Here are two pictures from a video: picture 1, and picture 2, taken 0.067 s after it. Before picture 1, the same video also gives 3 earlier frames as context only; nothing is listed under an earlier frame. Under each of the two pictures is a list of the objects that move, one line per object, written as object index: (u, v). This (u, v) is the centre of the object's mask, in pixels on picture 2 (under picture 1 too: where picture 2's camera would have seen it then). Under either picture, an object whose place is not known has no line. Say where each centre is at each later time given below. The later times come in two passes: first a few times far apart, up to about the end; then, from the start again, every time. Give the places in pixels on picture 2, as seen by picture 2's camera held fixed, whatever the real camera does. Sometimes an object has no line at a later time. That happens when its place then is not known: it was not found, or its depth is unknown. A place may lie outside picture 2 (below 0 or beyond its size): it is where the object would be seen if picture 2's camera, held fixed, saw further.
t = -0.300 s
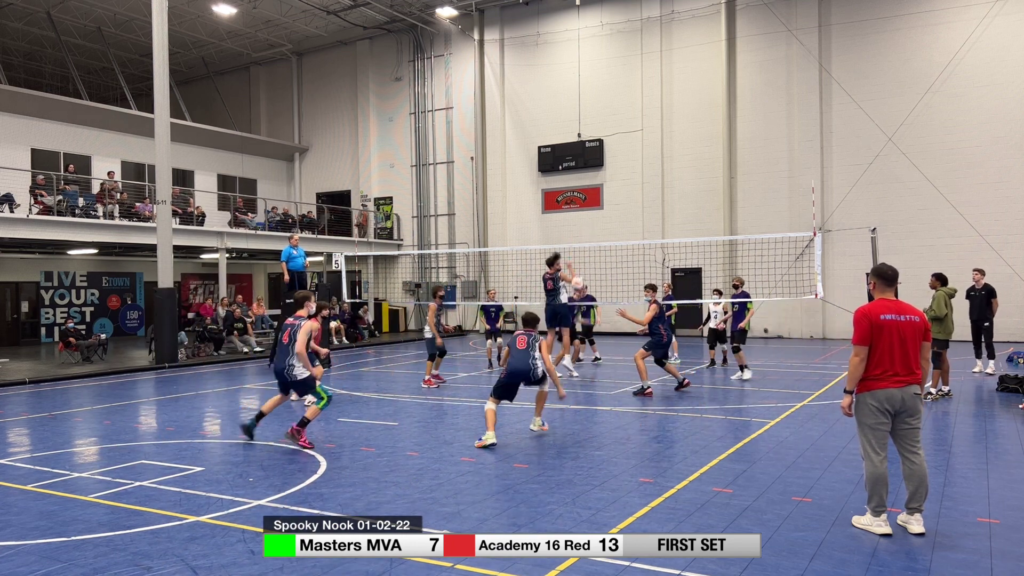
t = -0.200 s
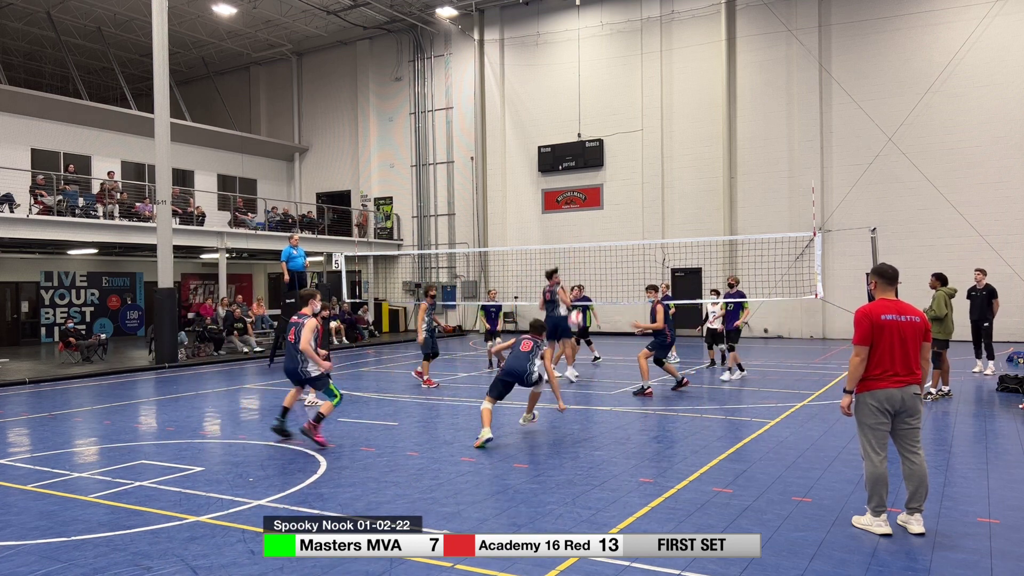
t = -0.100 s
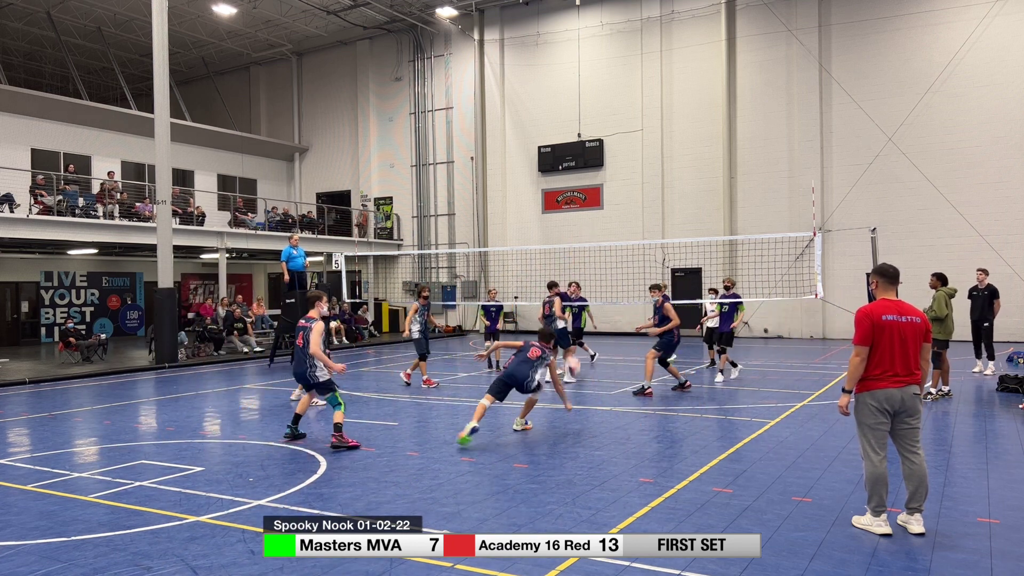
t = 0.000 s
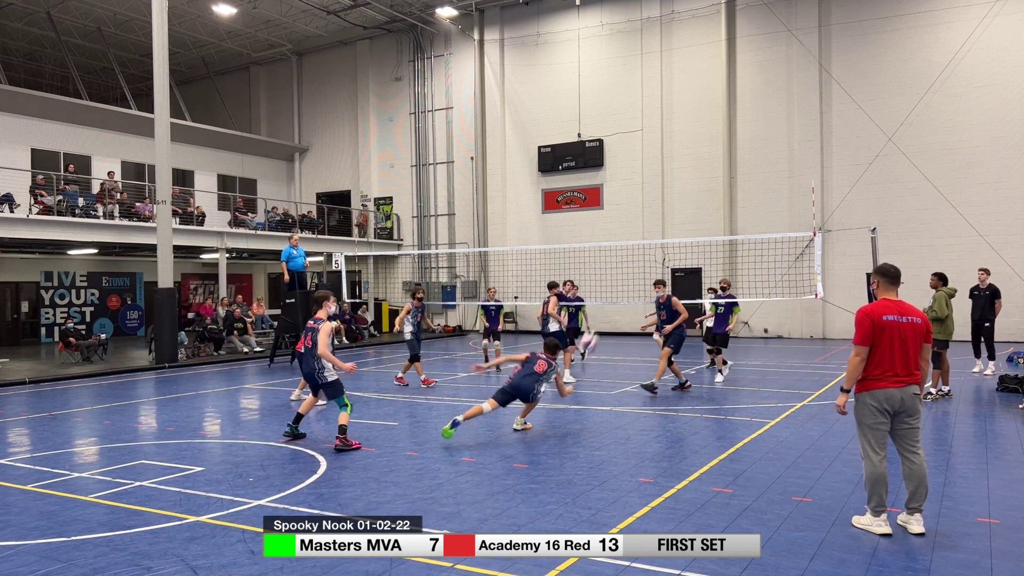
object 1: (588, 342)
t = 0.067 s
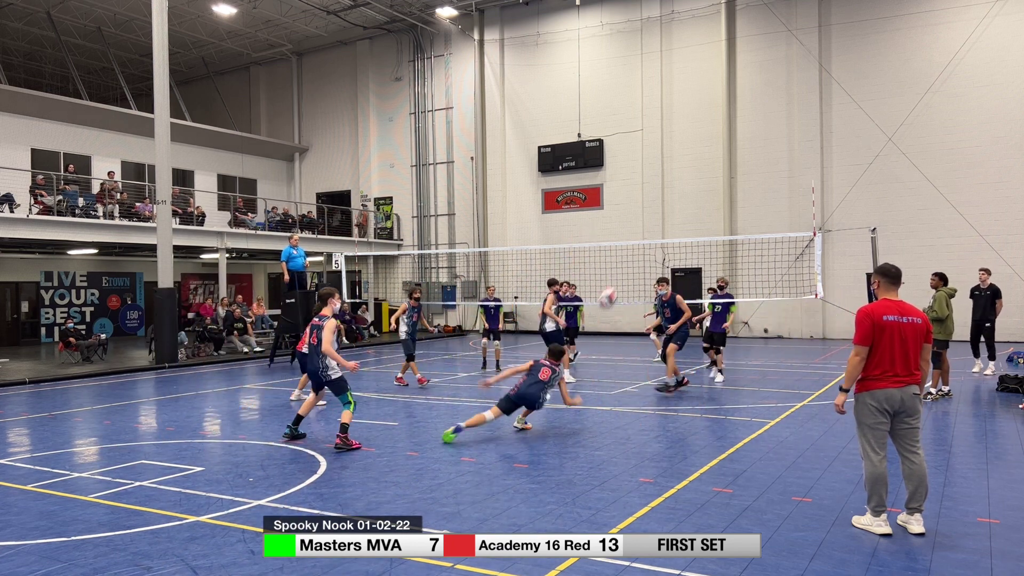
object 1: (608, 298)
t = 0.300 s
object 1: (671, 179)
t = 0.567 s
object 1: (739, 99)
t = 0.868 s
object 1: (811, 78)
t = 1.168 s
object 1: (880, 121)
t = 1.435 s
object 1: (938, 210)
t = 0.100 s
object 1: (617, 278)
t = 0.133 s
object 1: (626, 258)
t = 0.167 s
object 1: (636, 240)
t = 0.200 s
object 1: (644, 224)
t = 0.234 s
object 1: (653, 207)
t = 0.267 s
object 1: (662, 193)
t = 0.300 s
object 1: (671, 179)
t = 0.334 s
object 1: (680, 165)
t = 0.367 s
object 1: (689, 153)
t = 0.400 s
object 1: (698, 141)
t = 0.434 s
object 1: (705, 132)
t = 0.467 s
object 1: (714, 122)
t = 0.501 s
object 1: (722, 113)
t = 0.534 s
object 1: (731, 106)
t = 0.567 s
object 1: (739, 99)
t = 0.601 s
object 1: (747, 94)
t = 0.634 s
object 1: (755, 89)
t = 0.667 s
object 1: (764, 85)
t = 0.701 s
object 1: (772, 82)
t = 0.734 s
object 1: (779, 79)
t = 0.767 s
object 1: (788, 78)
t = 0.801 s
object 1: (795, 77)
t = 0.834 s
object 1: (803, 77)
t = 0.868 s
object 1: (811, 78)
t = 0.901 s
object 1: (819, 80)
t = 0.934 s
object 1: (827, 82)
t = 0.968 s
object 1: (834, 85)
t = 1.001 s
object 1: (842, 89)
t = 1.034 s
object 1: (850, 94)
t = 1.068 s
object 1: (858, 100)
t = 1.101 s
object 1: (865, 106)
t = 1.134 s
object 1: (873, 113)
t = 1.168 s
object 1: (880, 121)
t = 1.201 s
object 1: (888, 130)
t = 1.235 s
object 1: (895, 139)
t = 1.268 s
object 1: (902, 149)
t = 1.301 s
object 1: (909, 160)
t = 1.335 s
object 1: (916, 172)
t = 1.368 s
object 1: (923, 184)
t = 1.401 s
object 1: (931, 197)
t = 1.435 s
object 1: (938, 210)
